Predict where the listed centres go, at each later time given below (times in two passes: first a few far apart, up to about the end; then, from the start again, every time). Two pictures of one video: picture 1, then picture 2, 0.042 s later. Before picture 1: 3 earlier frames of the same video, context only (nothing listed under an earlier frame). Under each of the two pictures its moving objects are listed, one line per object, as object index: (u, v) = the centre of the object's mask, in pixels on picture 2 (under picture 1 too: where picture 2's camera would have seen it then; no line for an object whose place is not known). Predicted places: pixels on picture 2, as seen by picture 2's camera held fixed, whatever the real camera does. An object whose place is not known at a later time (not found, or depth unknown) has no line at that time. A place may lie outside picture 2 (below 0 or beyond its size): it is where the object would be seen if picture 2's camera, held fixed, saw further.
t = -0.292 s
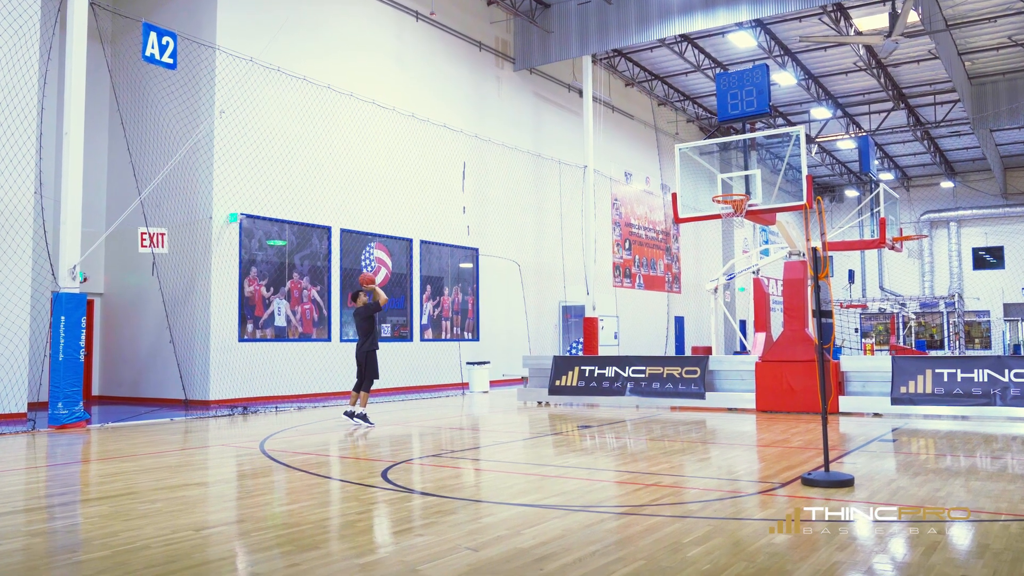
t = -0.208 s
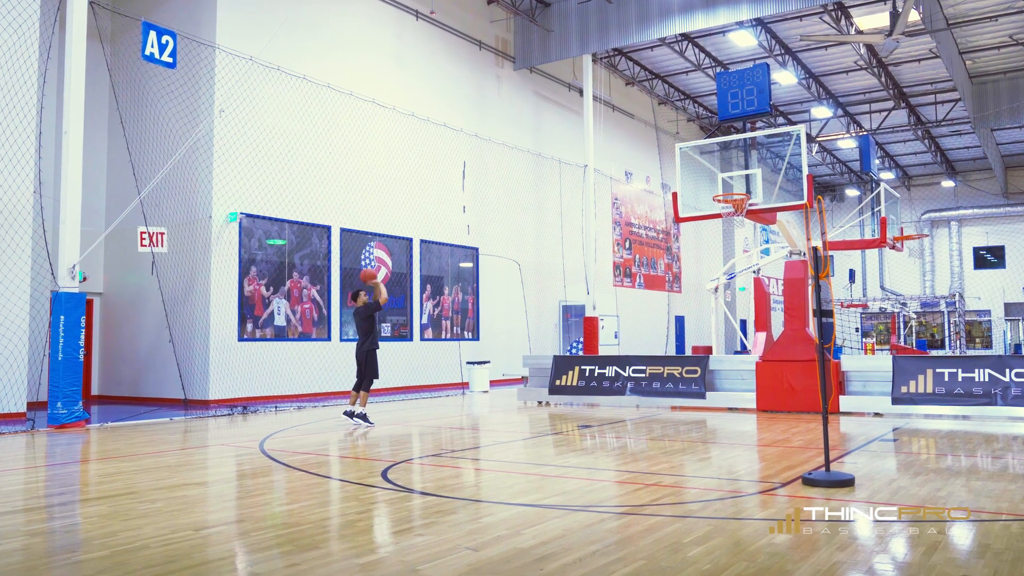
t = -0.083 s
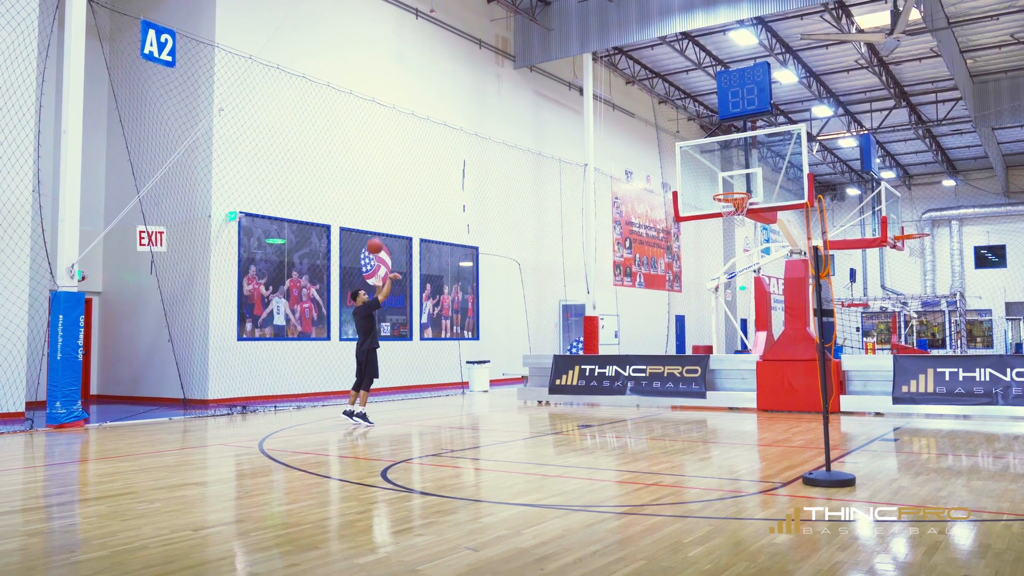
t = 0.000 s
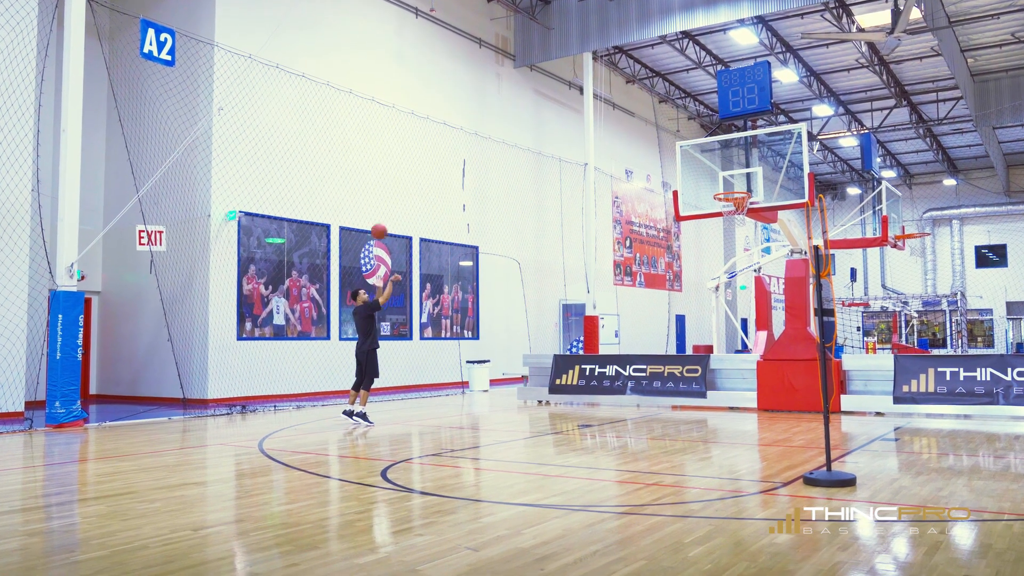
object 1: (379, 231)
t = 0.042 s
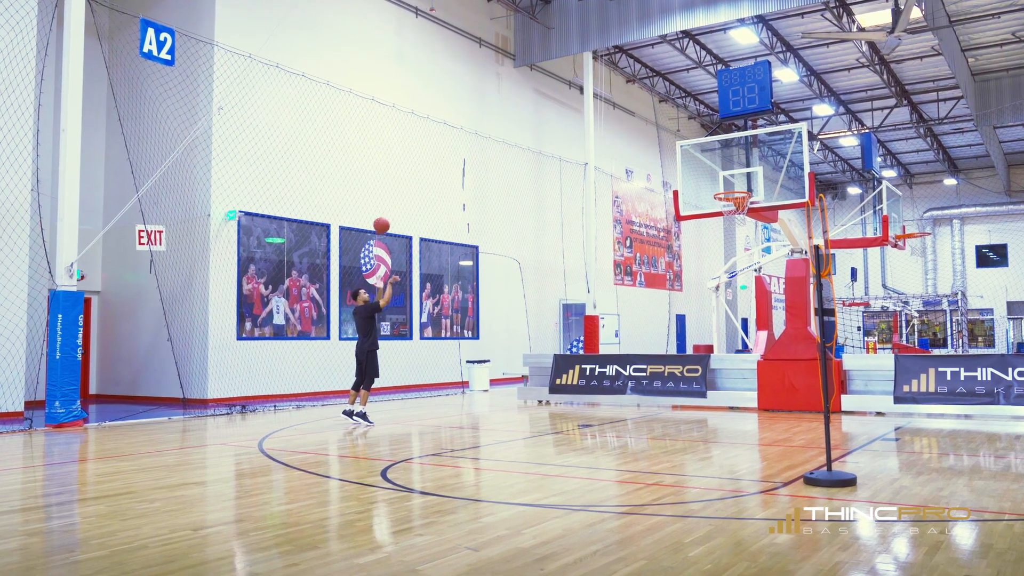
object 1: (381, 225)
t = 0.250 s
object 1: (393, 214)
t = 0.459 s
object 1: (405, 232)
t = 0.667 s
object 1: (417, 279)
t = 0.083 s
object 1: (384, 221)
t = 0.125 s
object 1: (386, 217)
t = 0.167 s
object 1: (388, 215)
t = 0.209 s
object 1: (391, 214)
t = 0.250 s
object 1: (393, 214)
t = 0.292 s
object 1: (395, 215)
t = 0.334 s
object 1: (398, 217)
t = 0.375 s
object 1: (400, 221)
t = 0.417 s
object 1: (402, 225)
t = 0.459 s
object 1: (405, 232)
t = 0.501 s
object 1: (407, 239)
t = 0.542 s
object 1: (409, 247)
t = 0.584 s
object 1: (411, 257)
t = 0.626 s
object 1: (414, 267)
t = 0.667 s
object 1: (417, 279)
